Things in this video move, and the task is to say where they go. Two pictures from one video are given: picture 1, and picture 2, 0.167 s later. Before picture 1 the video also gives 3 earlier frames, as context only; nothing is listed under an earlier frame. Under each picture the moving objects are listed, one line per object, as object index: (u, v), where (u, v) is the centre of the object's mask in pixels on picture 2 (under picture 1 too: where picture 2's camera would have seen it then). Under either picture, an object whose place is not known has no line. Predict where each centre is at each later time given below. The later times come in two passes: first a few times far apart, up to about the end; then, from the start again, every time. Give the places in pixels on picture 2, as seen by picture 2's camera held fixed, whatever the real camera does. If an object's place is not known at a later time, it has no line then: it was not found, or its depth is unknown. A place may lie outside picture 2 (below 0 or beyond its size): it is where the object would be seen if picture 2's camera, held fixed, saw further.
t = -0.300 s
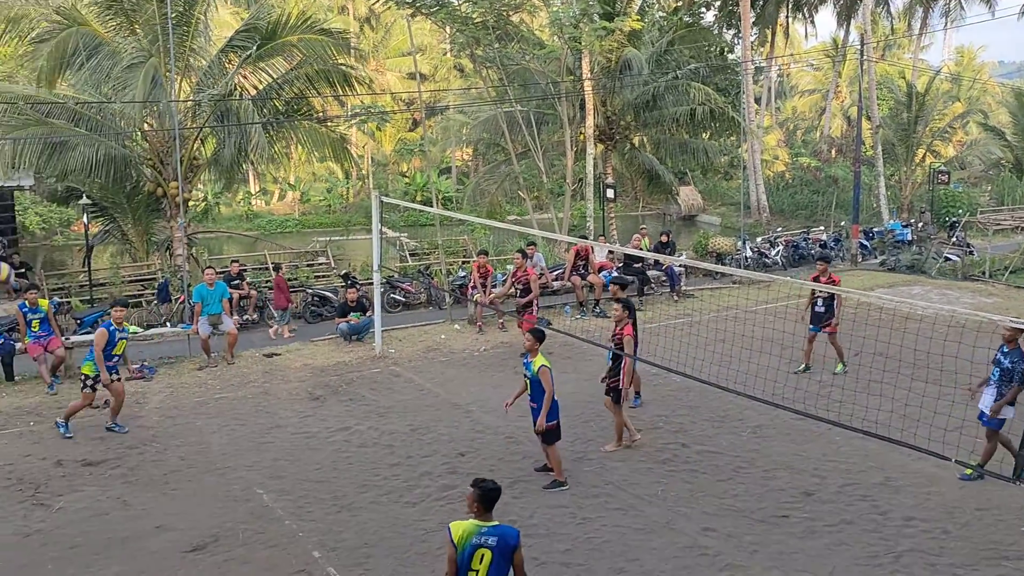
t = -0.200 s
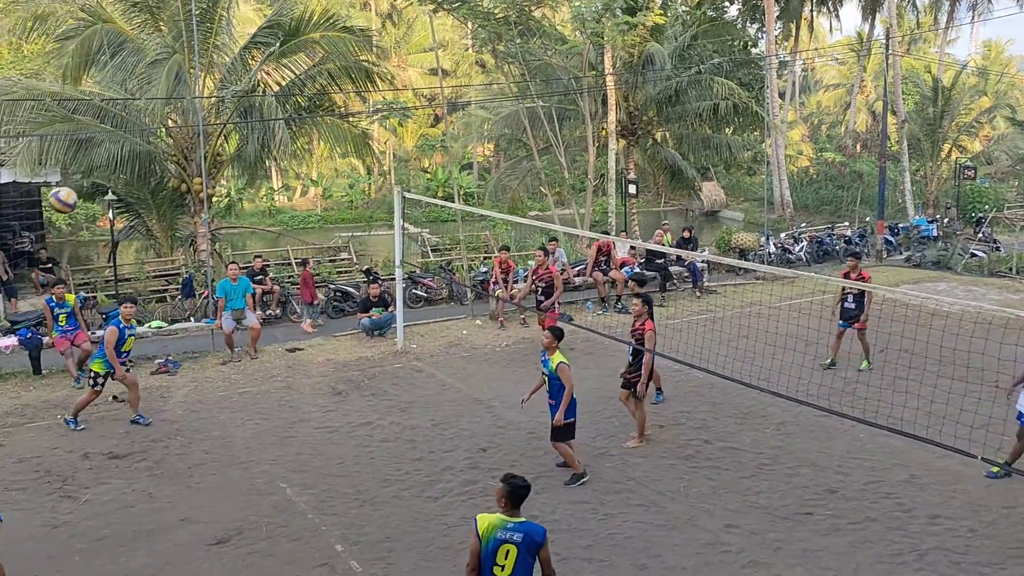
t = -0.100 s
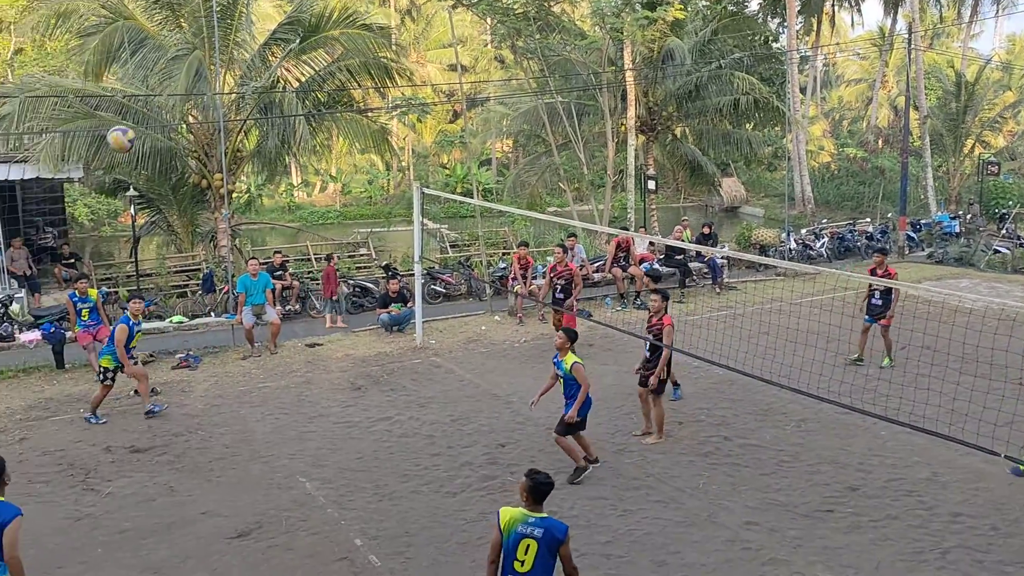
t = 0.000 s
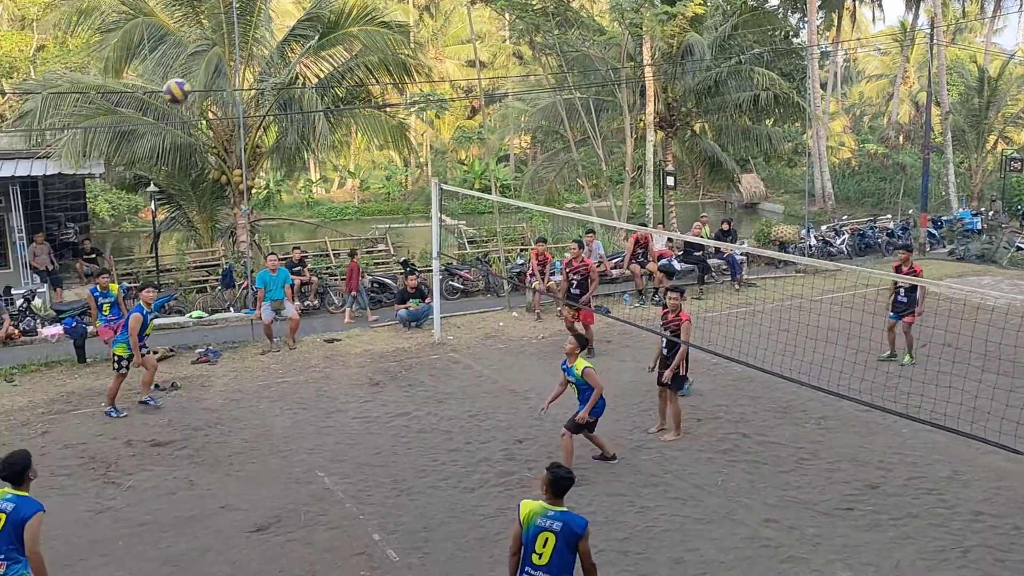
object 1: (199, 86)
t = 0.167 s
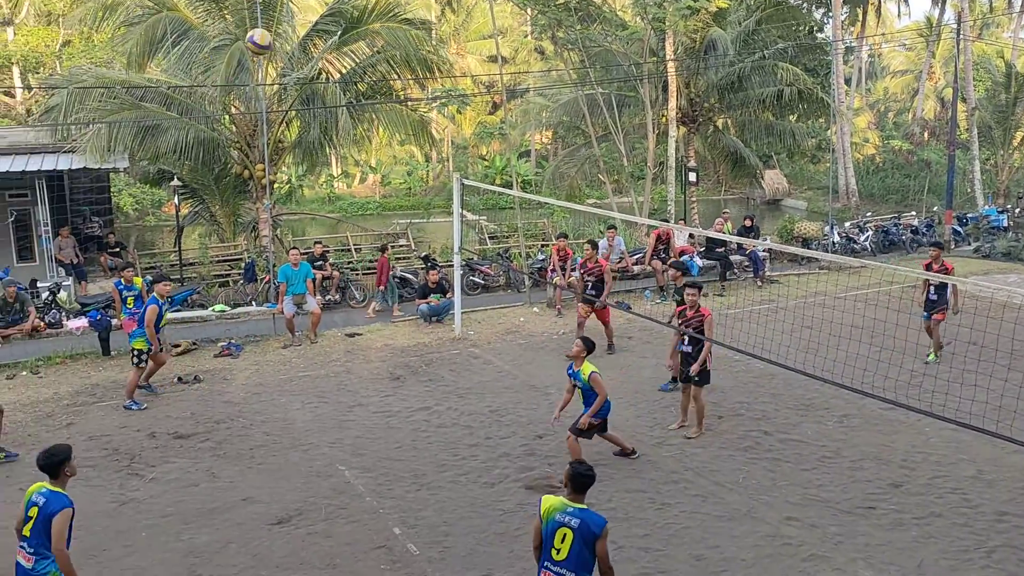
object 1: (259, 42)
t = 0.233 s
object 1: (282, 33)
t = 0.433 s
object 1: (350, 41)
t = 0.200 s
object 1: (270, 37)
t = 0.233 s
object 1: (282, 33)
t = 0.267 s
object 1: (294, 31)
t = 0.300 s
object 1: (305, 31)
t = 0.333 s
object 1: (317, 32)
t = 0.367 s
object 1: (328, 33)
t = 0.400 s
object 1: (340, 37)
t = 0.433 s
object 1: (350, 41)
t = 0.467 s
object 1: (363, 47)
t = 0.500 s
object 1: (374, 55)
